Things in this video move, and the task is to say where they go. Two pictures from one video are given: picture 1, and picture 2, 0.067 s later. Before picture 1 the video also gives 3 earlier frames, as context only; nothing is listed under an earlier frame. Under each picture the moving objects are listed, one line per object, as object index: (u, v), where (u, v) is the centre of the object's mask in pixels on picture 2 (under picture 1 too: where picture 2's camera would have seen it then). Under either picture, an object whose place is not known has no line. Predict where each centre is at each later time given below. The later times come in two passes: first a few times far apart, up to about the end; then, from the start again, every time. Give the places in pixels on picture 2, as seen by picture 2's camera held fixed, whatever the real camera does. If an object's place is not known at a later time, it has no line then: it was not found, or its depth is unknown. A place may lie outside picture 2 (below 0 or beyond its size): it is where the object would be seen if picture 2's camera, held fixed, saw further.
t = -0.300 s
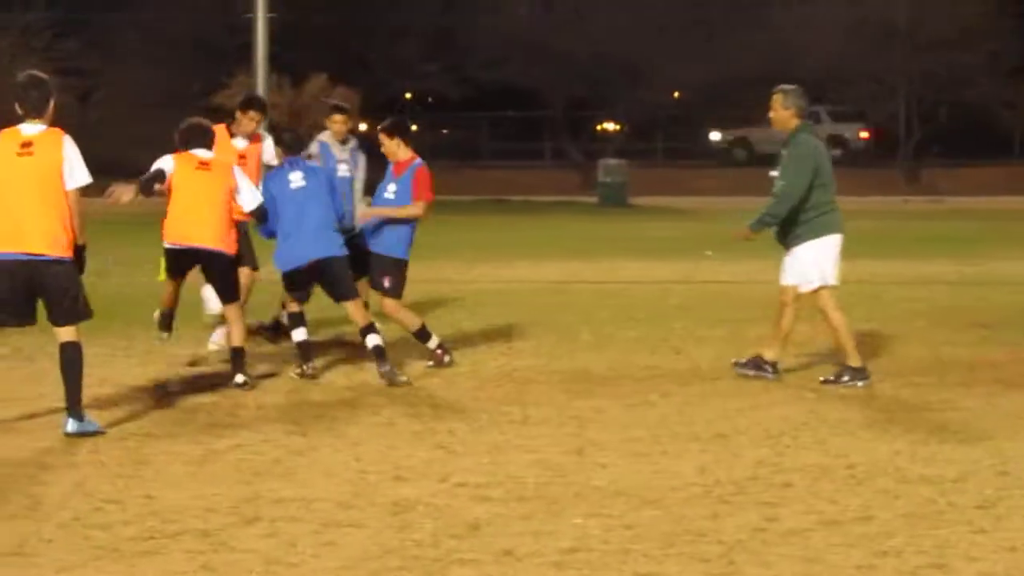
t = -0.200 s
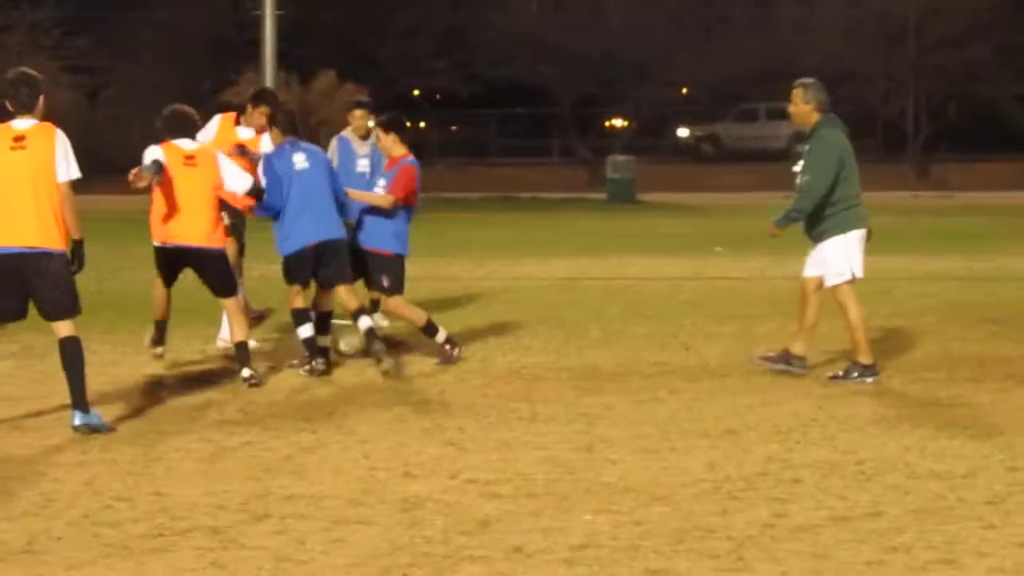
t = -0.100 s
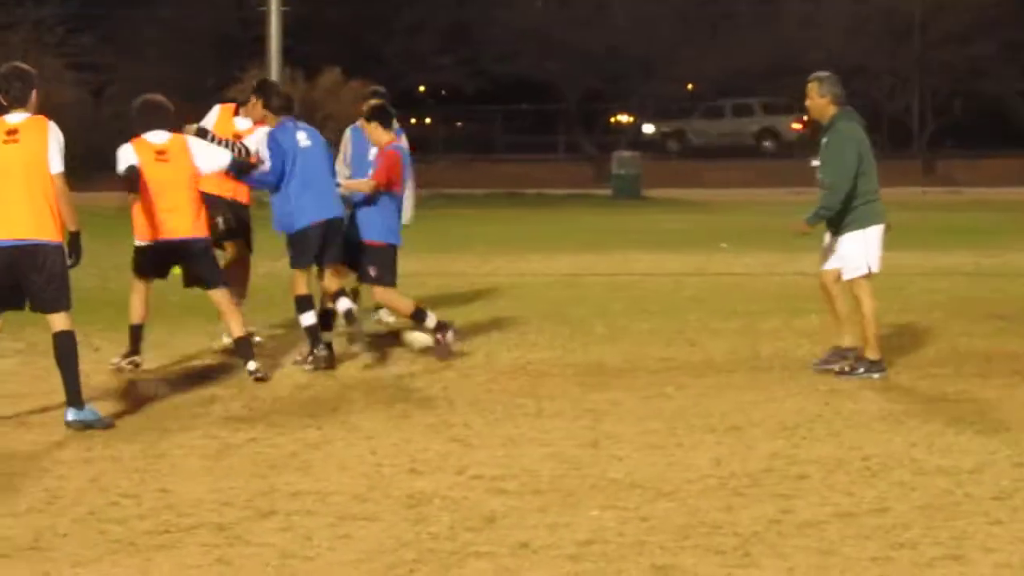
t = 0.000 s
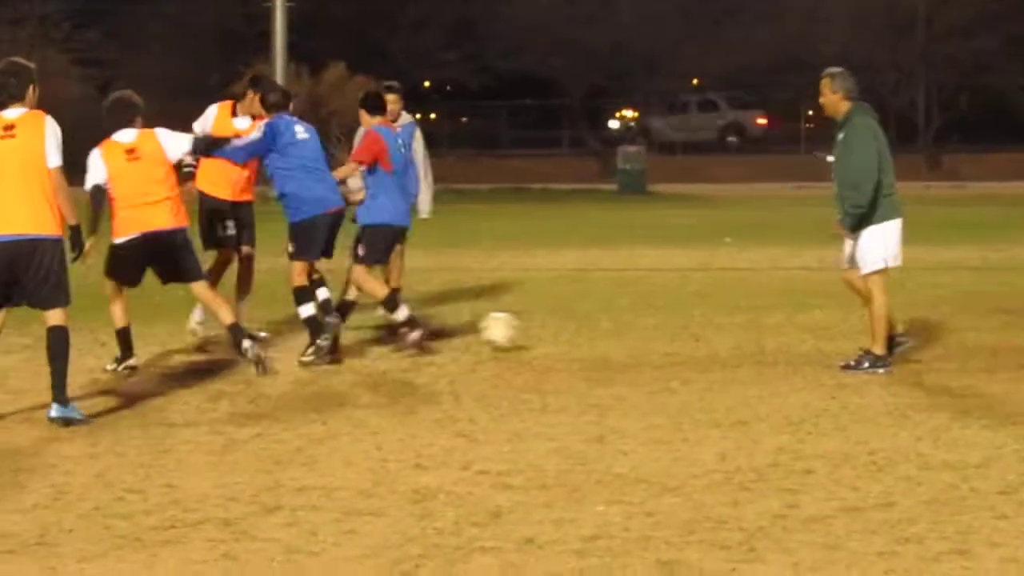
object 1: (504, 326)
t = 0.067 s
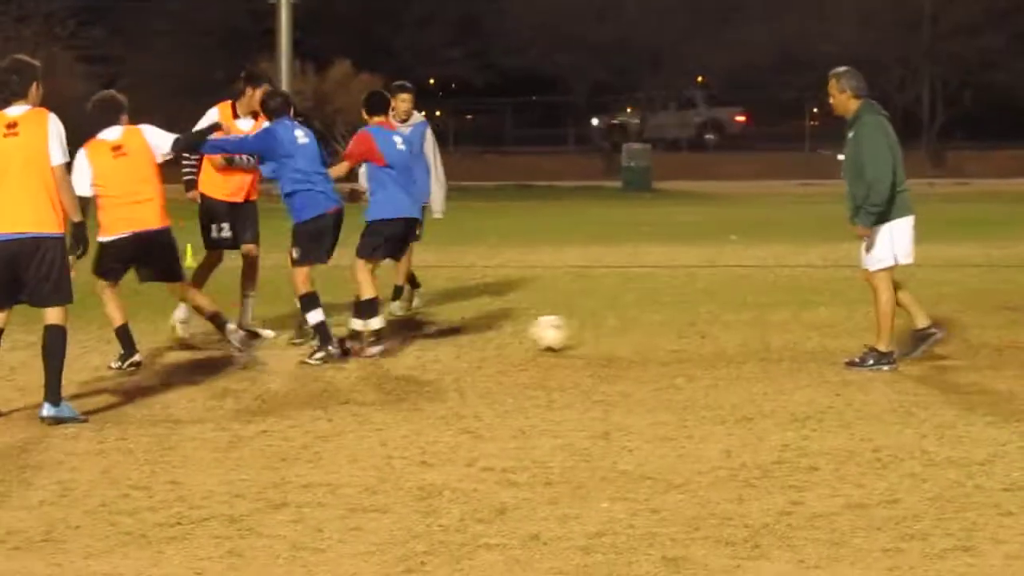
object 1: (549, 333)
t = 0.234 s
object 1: (666, 335)
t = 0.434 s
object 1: (799, 336)
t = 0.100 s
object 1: (574, 332)
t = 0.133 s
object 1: (598, 334)
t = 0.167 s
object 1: (622, 335)
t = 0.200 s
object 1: (644, 335)
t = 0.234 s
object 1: (666, 335)
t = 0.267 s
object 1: (689, 337)
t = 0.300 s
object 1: (710, 336)
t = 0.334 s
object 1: (734, 333)
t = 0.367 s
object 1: (756, 332)
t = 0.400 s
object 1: (777, 333)
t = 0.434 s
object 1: (799, 336)
